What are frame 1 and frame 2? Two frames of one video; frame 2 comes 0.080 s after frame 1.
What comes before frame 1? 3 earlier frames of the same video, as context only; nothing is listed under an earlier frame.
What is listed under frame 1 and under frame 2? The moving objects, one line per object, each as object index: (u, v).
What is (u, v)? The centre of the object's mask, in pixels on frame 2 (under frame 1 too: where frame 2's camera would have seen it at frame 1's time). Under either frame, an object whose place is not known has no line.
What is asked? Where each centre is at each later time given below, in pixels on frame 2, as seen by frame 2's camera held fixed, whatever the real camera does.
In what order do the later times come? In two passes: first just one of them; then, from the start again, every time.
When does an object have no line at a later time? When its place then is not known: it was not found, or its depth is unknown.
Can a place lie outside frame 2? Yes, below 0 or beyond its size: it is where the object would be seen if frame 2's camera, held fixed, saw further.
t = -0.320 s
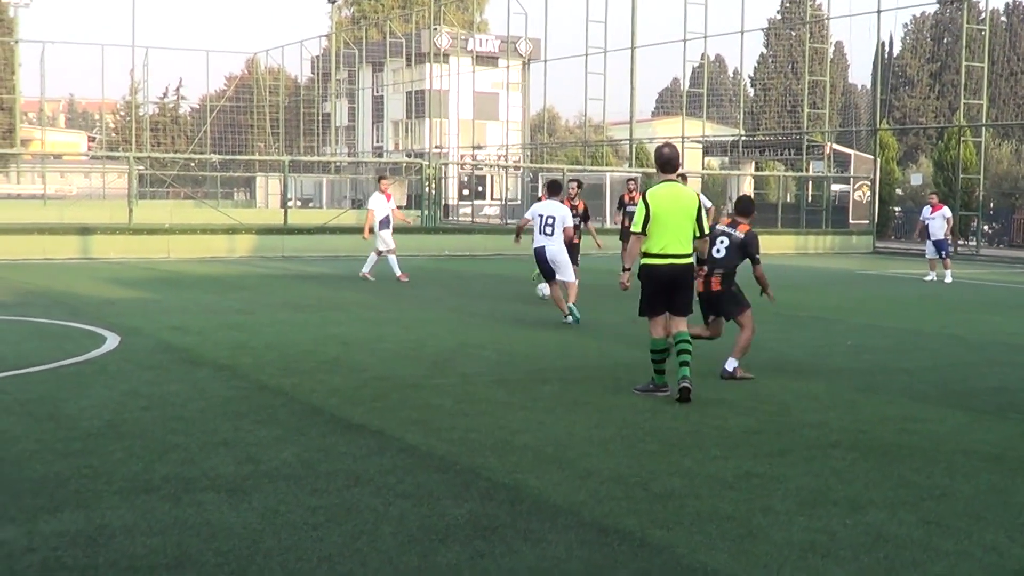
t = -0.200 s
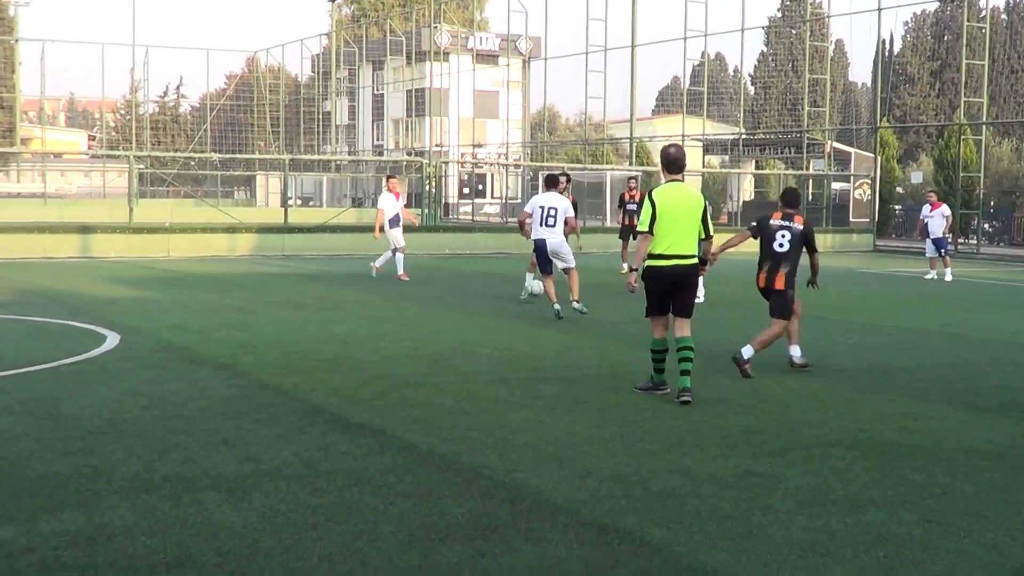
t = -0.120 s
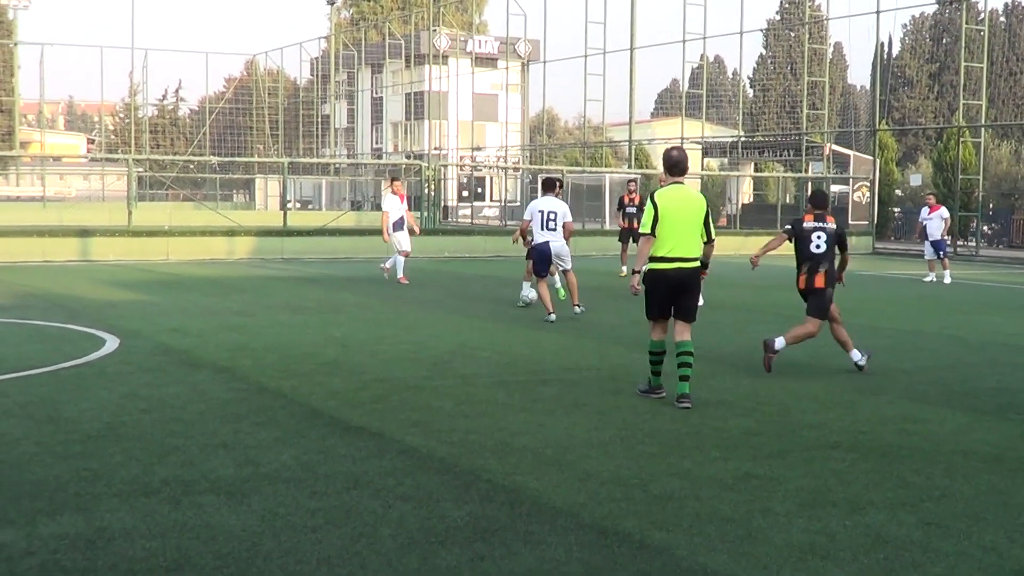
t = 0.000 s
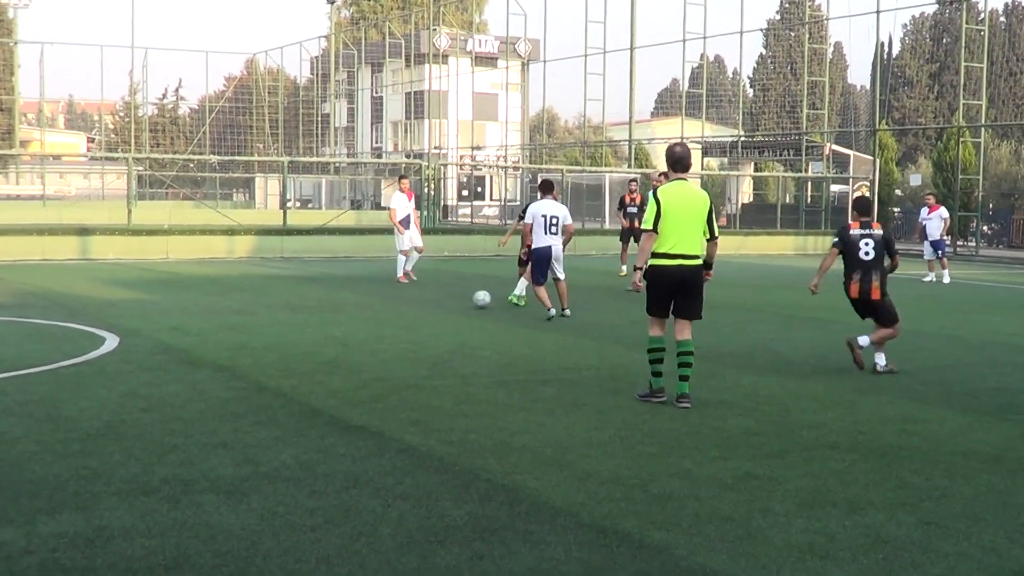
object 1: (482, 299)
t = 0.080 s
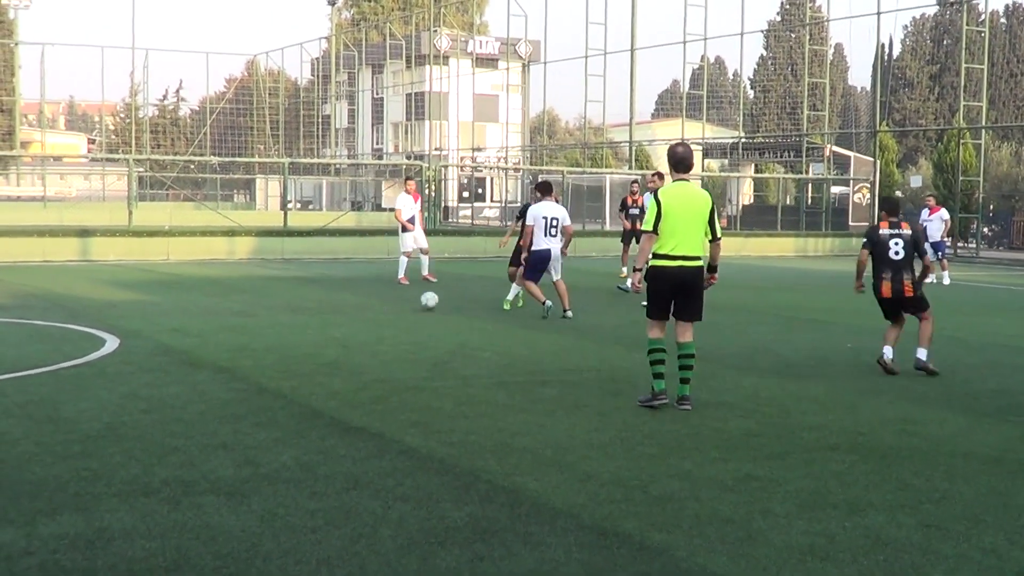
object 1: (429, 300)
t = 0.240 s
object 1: (327, 304)
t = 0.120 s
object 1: (403, 300)
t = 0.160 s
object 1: (377, 303)
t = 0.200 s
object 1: (351, 304)
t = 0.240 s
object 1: (327, 304)
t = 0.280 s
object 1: (304, 305)
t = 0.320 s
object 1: (282, 305)
